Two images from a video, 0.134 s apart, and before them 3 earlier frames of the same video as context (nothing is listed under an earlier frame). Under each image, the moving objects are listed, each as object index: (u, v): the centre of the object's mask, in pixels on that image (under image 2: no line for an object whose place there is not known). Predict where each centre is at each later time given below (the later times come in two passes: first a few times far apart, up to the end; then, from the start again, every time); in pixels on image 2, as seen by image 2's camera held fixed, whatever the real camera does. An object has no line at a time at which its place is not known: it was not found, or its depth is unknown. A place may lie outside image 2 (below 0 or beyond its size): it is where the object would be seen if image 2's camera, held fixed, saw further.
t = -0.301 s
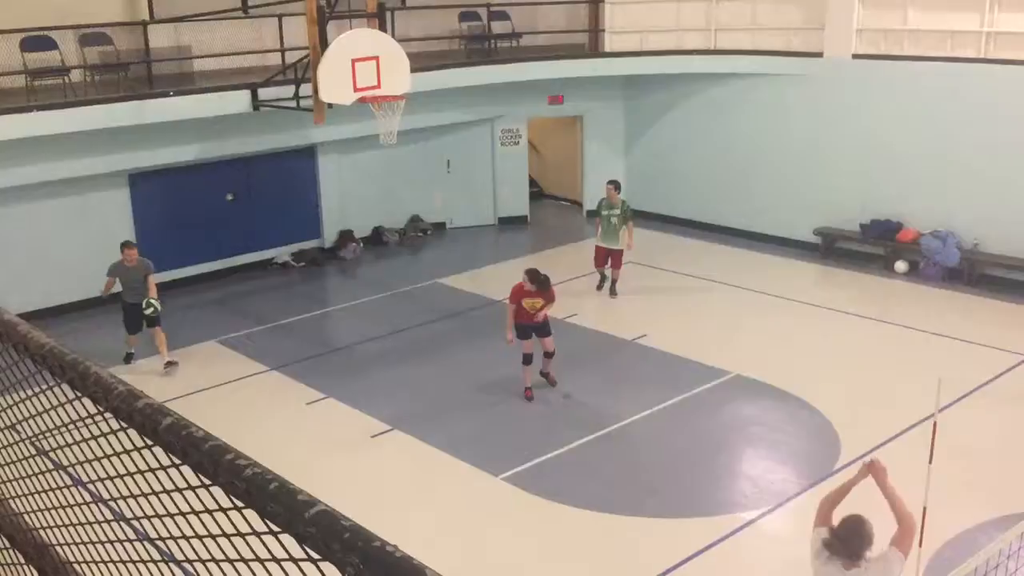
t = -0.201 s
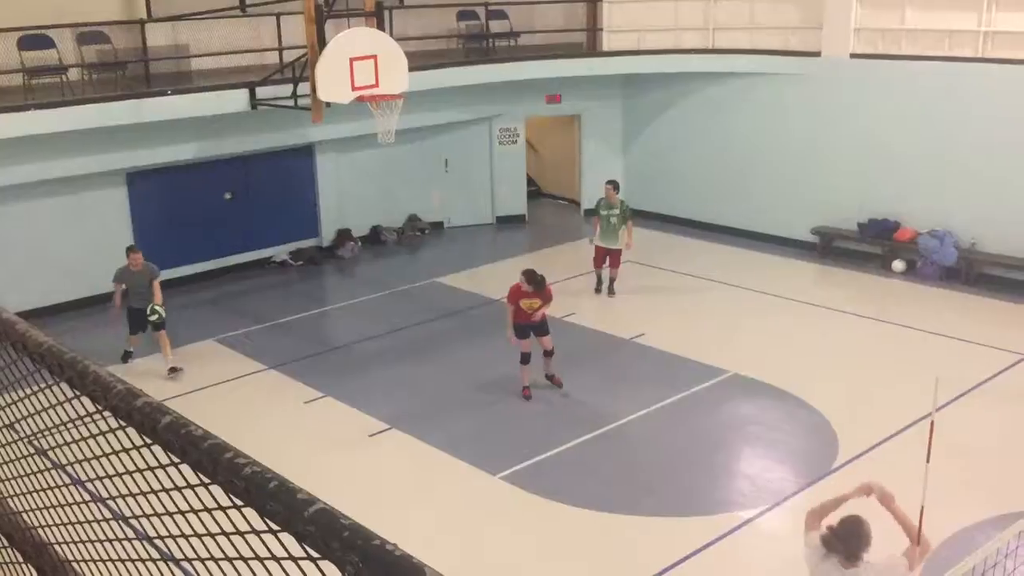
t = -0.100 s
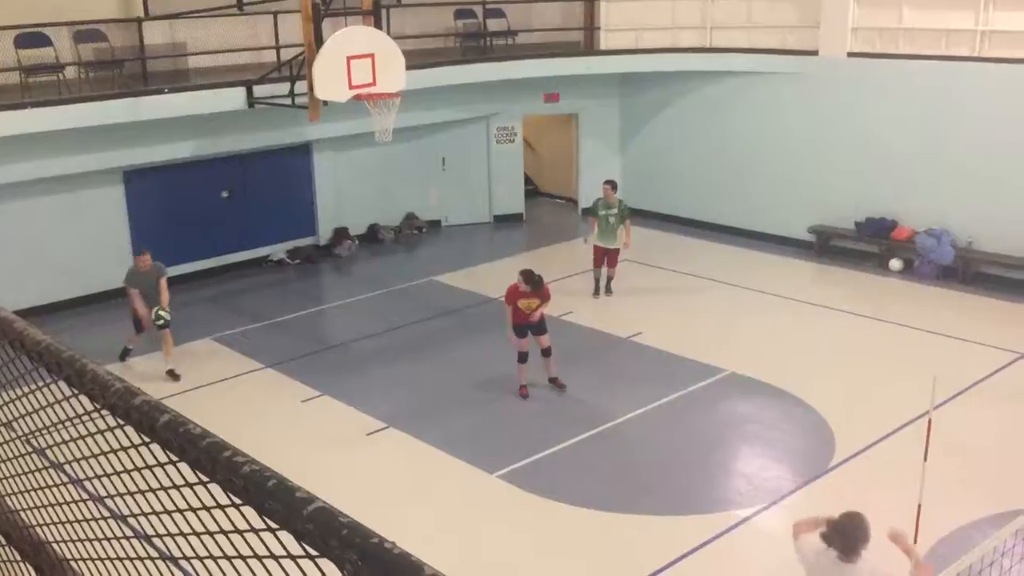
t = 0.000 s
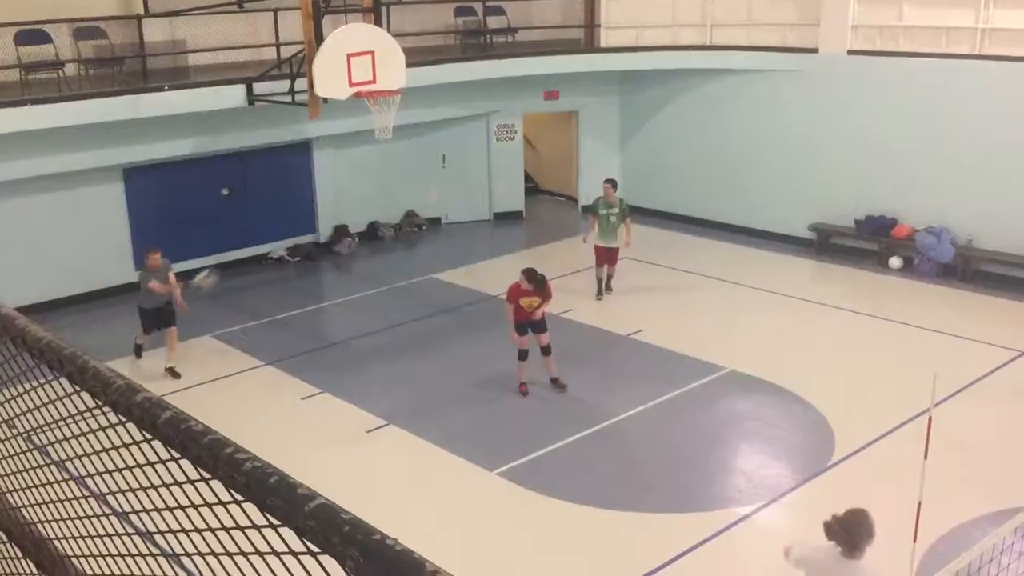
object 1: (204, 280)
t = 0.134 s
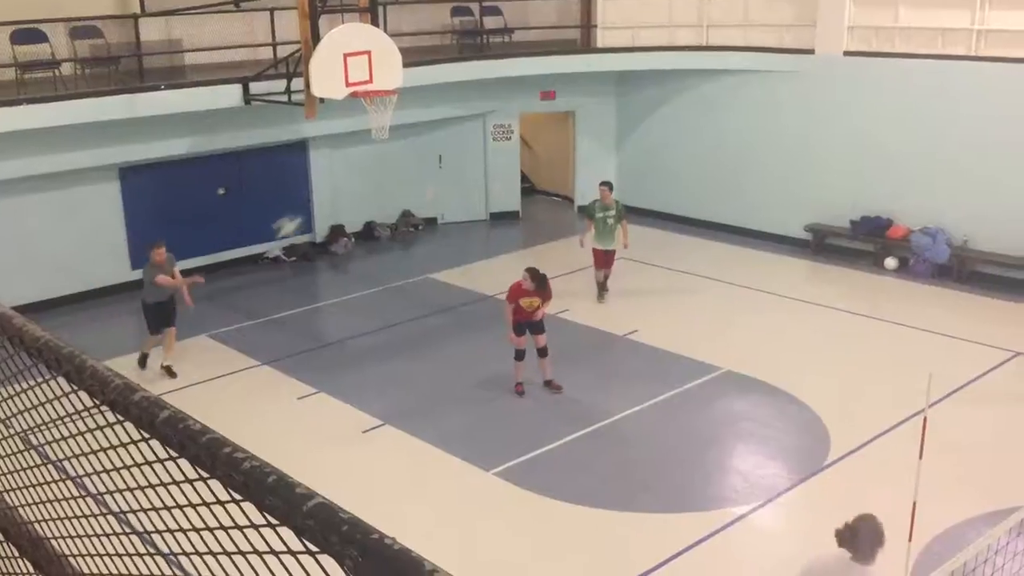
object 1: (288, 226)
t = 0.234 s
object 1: (368, 196)
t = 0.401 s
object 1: (527, 153)
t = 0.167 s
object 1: (311, 216)
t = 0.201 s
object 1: (340, 205)
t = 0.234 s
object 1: (368, 196)
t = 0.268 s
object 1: (399, 187)
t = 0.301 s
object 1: (426, 174)
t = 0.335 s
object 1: (458, 166)
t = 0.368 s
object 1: (493, 158)
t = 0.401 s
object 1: (527, 153)
